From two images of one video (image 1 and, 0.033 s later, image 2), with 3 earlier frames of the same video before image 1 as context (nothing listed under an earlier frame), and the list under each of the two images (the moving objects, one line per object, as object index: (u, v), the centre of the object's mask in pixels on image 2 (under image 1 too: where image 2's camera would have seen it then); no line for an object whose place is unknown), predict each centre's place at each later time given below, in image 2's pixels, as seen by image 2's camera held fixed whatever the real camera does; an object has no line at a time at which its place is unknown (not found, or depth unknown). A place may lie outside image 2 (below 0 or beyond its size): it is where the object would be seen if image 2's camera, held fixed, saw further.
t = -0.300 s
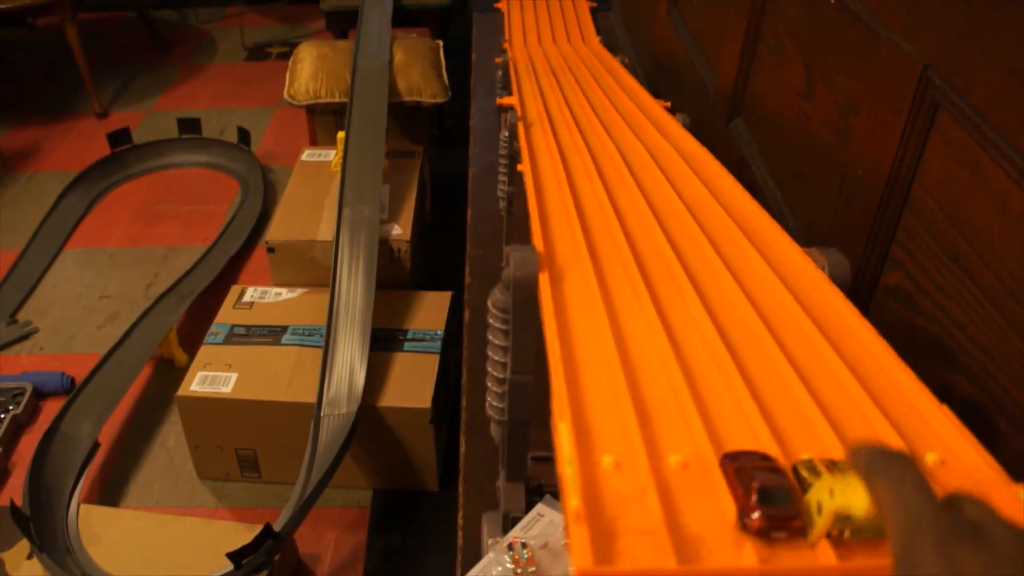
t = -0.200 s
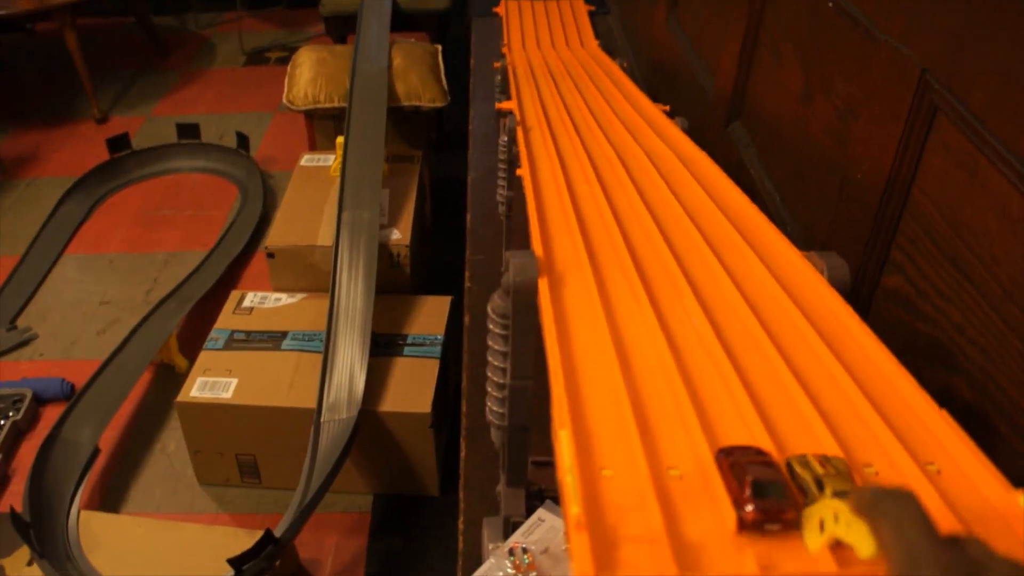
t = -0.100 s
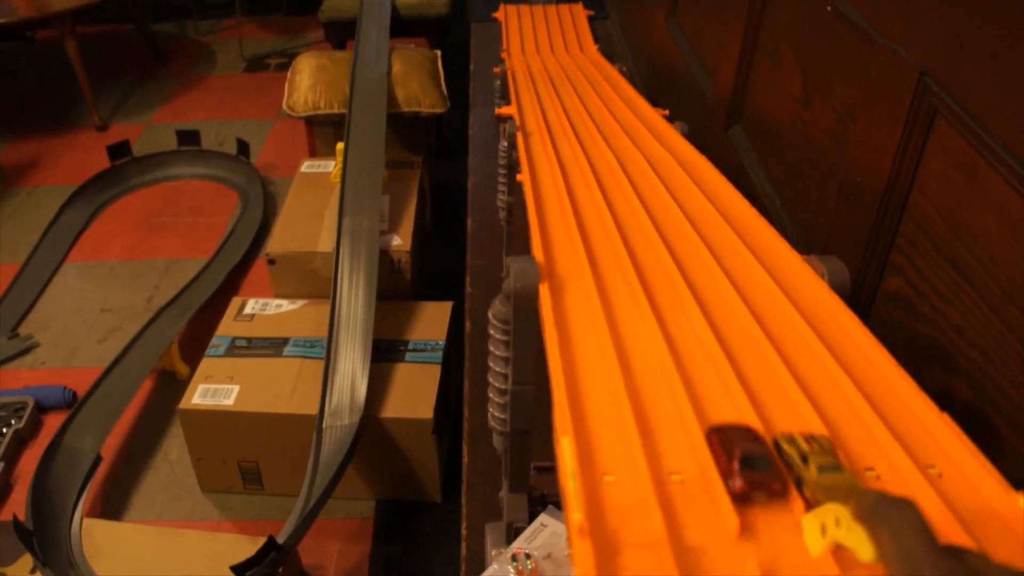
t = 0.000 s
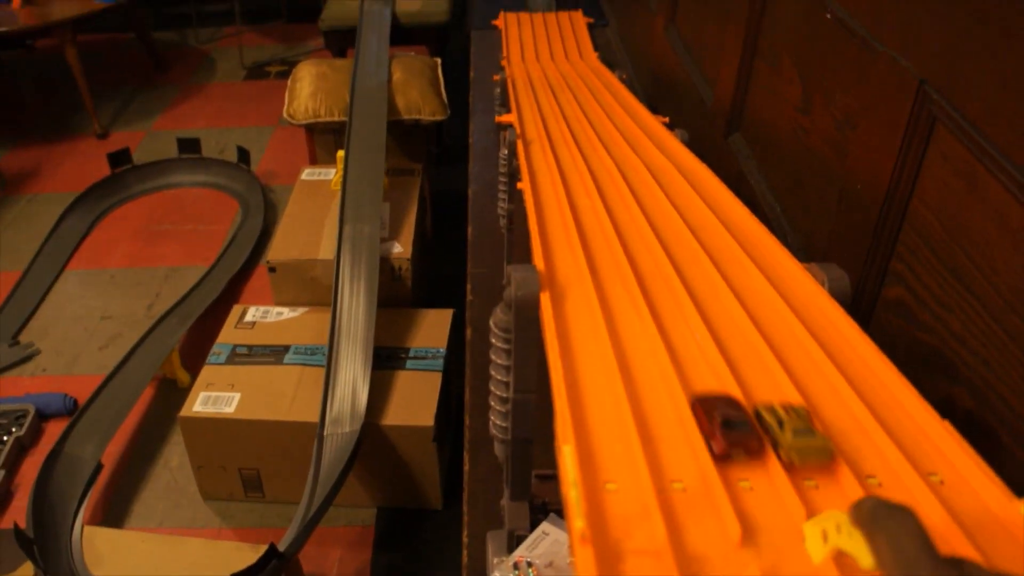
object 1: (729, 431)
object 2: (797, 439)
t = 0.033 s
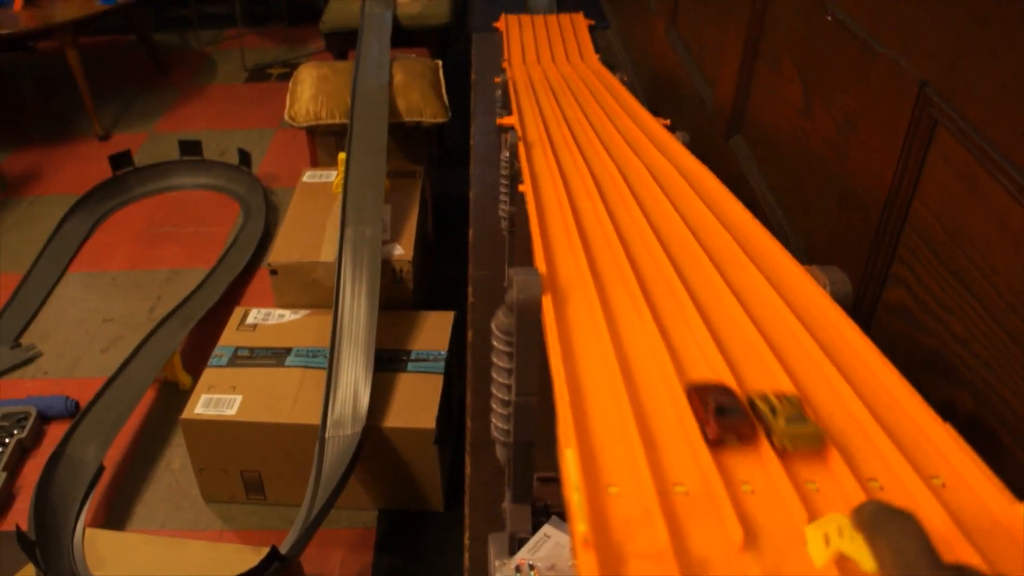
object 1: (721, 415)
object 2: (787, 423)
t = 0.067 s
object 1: (713, 398)
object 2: (777, 406)
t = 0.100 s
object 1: (705, 381)
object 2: (765, 388)
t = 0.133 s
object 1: (696, 363)
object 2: (756, 372)
